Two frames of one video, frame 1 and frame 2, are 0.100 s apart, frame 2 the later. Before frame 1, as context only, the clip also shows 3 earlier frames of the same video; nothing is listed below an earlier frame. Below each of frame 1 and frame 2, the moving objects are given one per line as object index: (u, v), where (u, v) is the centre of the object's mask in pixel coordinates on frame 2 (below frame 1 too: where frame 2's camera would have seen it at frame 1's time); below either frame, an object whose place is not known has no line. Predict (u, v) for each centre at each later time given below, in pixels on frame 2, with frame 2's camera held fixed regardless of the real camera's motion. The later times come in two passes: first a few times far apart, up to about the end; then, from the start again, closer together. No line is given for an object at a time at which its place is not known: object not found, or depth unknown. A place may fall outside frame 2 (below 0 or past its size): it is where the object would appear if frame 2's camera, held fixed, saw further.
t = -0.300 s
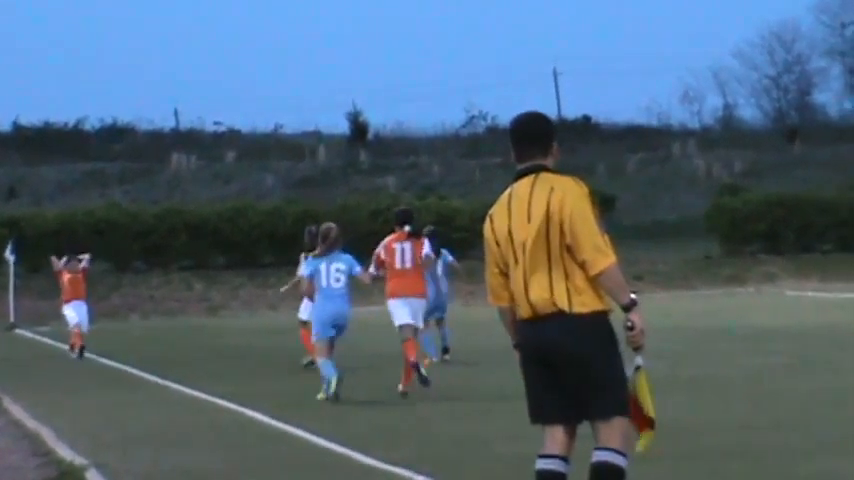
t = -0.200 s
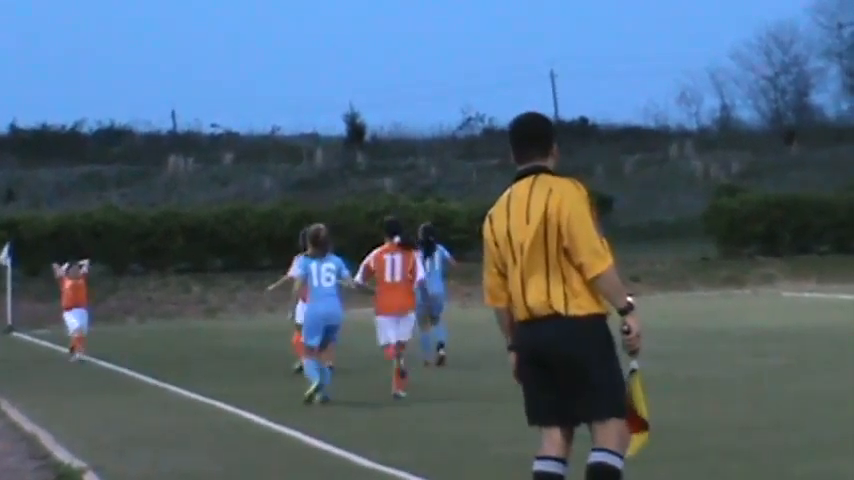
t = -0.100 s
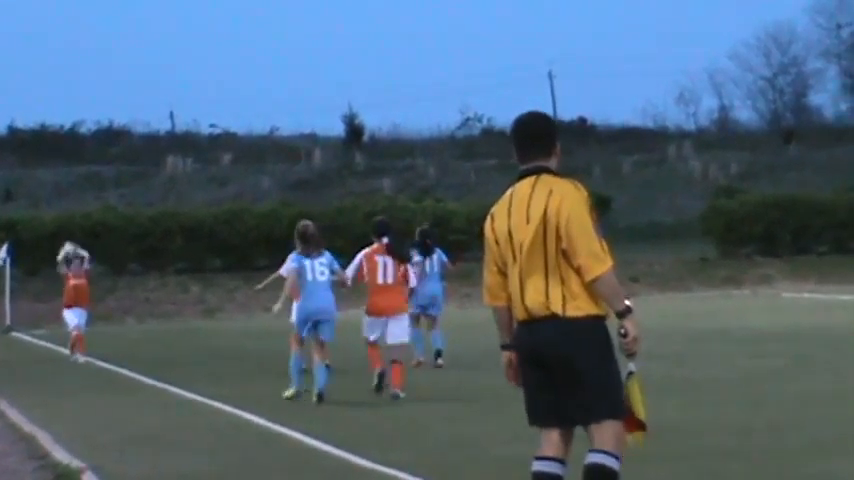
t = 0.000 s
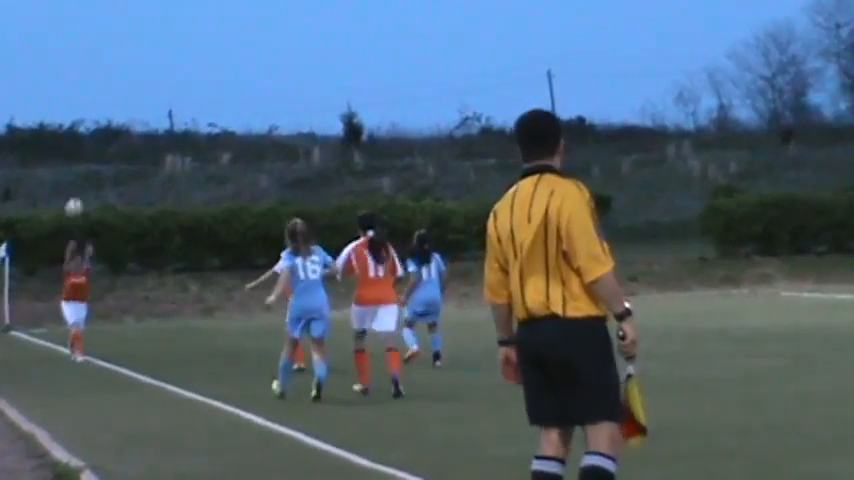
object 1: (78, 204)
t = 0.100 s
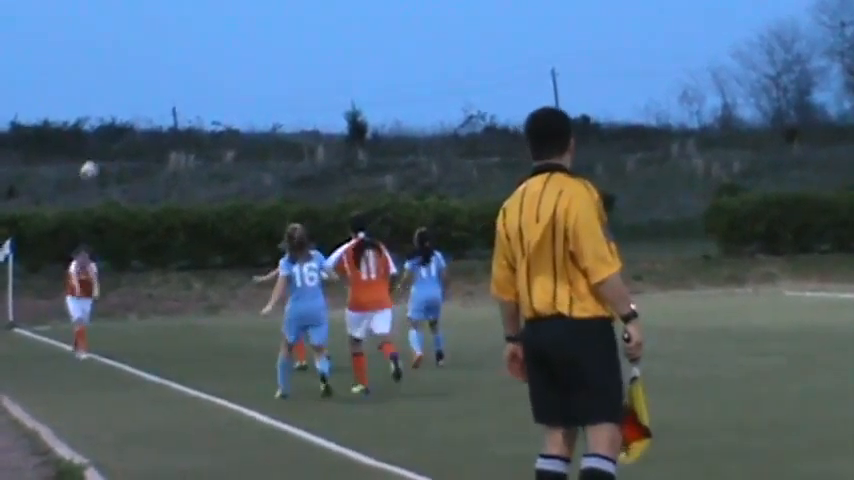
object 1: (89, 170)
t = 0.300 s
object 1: (113, 126)
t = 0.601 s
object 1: (160, 122)
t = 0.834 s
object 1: (203, 177)
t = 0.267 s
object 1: (108, 132)
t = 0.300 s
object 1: (113, 126)
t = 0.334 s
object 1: (119, 123)
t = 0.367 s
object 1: (125, 119)
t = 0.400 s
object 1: (129, 117)
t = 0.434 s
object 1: (135, 116)
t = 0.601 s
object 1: (160, 122)
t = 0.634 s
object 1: (165, 127)
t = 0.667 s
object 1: (173, 132)
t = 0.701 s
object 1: (178, 139)
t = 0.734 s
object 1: (184, 147)
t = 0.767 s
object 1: (190, 156)
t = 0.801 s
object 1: (197, 165)
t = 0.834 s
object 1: (203, 177)
